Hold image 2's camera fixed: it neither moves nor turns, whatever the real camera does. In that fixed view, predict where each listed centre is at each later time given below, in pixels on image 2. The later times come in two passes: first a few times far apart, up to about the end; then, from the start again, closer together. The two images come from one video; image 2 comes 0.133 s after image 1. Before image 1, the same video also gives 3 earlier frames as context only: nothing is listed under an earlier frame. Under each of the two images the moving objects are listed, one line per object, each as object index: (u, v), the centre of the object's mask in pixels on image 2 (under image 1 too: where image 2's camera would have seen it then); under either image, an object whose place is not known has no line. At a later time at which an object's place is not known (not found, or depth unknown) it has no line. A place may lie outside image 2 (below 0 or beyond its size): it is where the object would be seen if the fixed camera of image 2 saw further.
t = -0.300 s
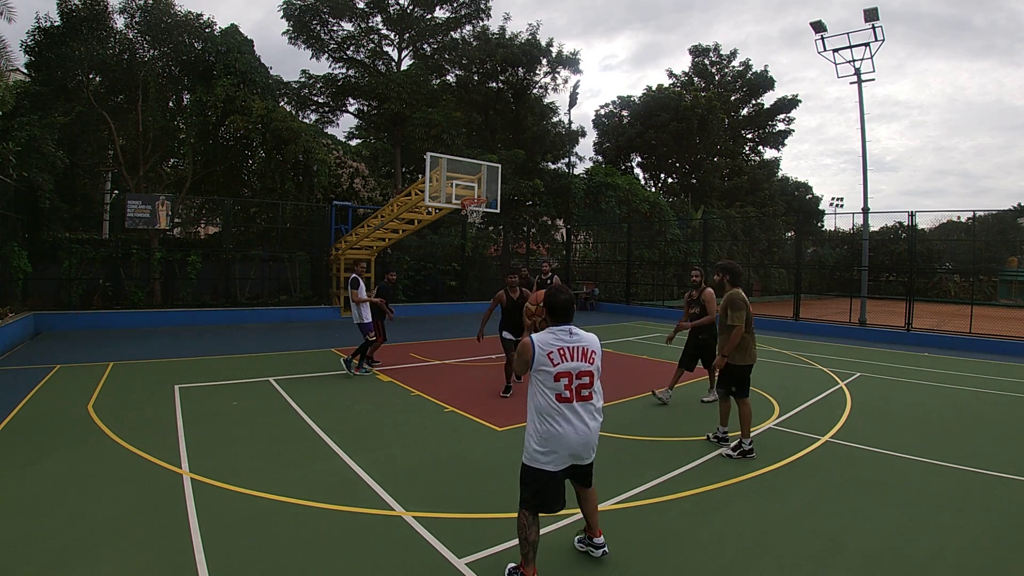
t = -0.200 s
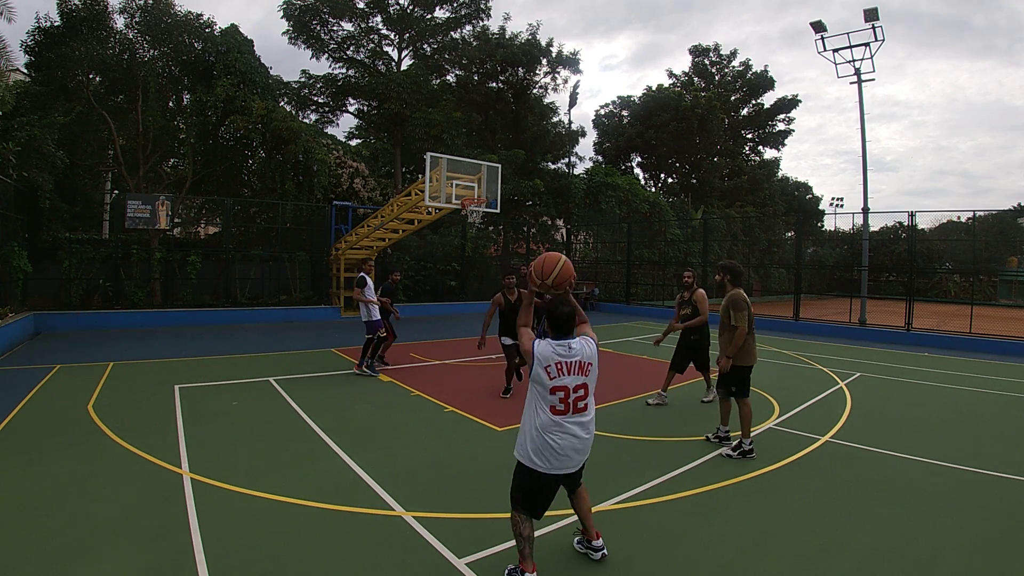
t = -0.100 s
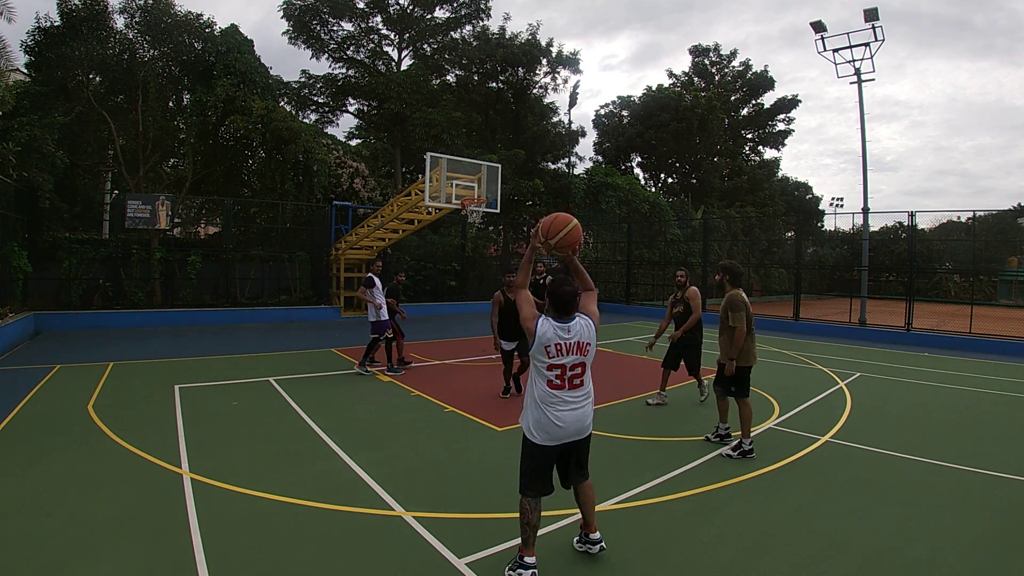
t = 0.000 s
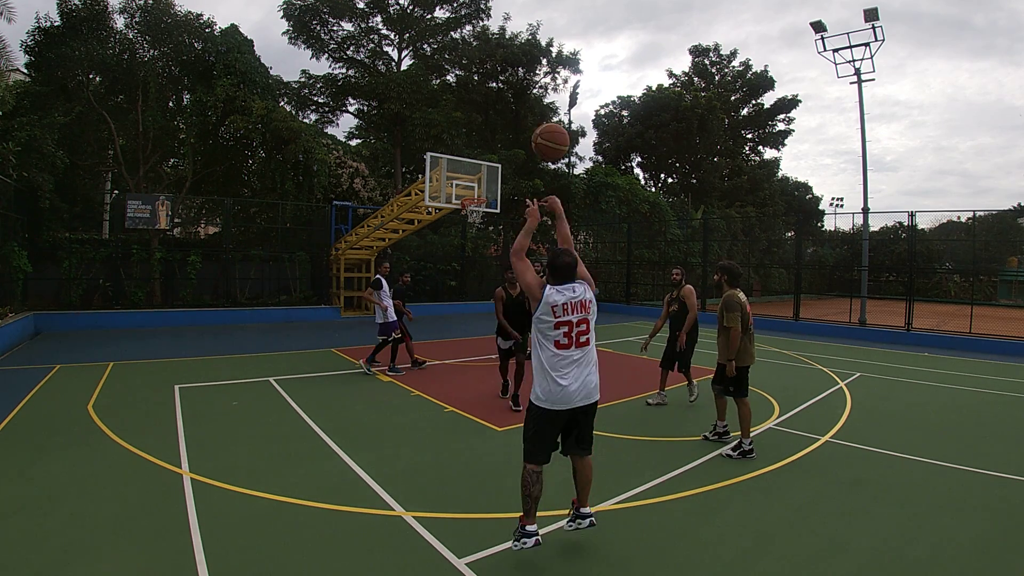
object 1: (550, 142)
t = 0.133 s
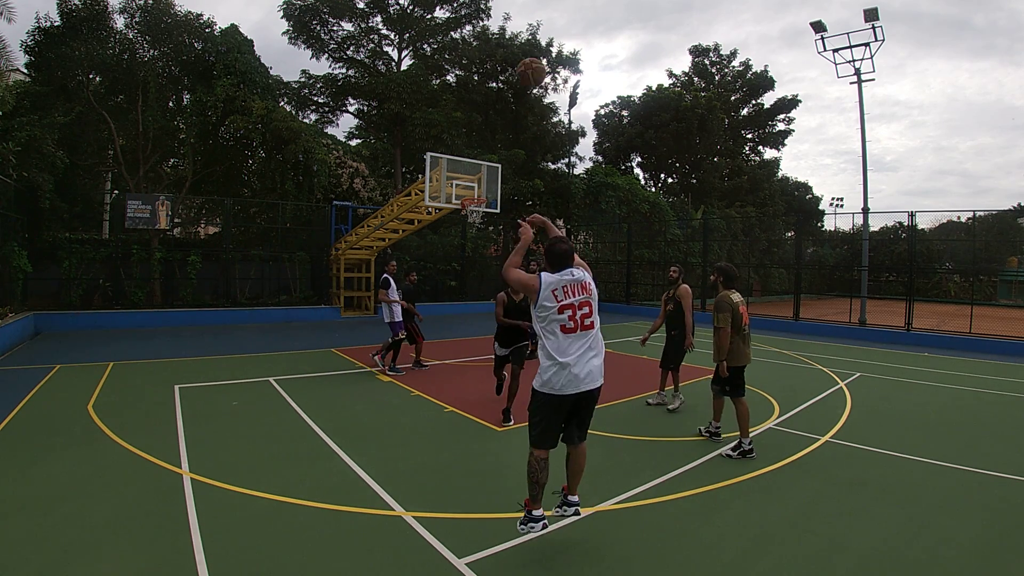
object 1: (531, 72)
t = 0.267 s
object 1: (519, 44)
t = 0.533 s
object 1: (503, 46)
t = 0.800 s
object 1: (492, 87)
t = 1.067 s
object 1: (483, 151)
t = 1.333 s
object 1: (465, 216)
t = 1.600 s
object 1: (461, 225)
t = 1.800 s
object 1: (457, 257)
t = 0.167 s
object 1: (527, 63)
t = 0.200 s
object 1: (525, 56)
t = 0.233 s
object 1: (521, 49)
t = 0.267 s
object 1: (519, 44)
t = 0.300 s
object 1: (517, 40)
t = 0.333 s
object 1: (514, 40)
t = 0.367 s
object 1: (511, 39)
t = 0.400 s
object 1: (510, 38)
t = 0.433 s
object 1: (508, 39)
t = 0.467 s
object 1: (506, 41)
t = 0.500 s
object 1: (504, 41)
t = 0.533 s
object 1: (503, 46)
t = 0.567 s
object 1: (501, 49)
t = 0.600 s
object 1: (500, 52)
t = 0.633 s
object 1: (498, 57)
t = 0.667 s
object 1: (497, 63)
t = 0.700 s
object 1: (495, 68)
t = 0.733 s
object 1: (494, 73)
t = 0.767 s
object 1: (493, 80)
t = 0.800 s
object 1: (492, 87)
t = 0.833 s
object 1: (491, 93)
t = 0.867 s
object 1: (489, 101)
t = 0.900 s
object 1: (488, 109)
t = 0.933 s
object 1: (487, 116)
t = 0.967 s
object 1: (486, 125)
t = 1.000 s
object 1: (485, 133)
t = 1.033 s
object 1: (484, 142)
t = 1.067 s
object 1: (483, 151)
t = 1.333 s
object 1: (465, 216)
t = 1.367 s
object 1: (464, 216)
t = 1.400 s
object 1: (464, 216)
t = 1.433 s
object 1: (464, 216)
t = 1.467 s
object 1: (463, 216)
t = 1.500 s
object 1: (463, 217)
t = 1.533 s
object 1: (462, 219)
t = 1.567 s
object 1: (461, 222)
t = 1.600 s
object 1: (461, 225)
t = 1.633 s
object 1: (460, 229)
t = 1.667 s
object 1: (460, 233)
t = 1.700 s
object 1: (459, 238)
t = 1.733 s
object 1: (458, 244)
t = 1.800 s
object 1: (457, 257)
